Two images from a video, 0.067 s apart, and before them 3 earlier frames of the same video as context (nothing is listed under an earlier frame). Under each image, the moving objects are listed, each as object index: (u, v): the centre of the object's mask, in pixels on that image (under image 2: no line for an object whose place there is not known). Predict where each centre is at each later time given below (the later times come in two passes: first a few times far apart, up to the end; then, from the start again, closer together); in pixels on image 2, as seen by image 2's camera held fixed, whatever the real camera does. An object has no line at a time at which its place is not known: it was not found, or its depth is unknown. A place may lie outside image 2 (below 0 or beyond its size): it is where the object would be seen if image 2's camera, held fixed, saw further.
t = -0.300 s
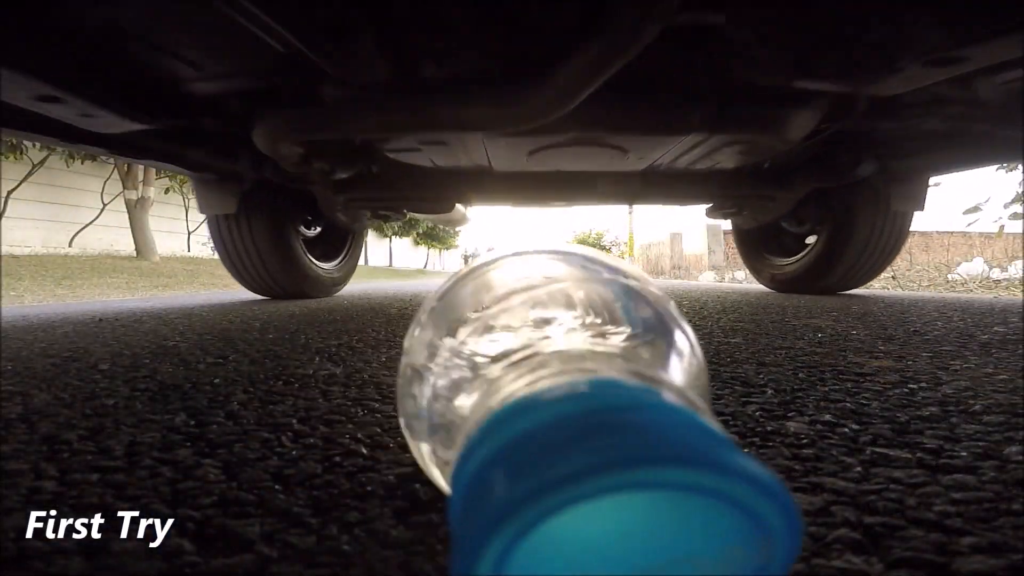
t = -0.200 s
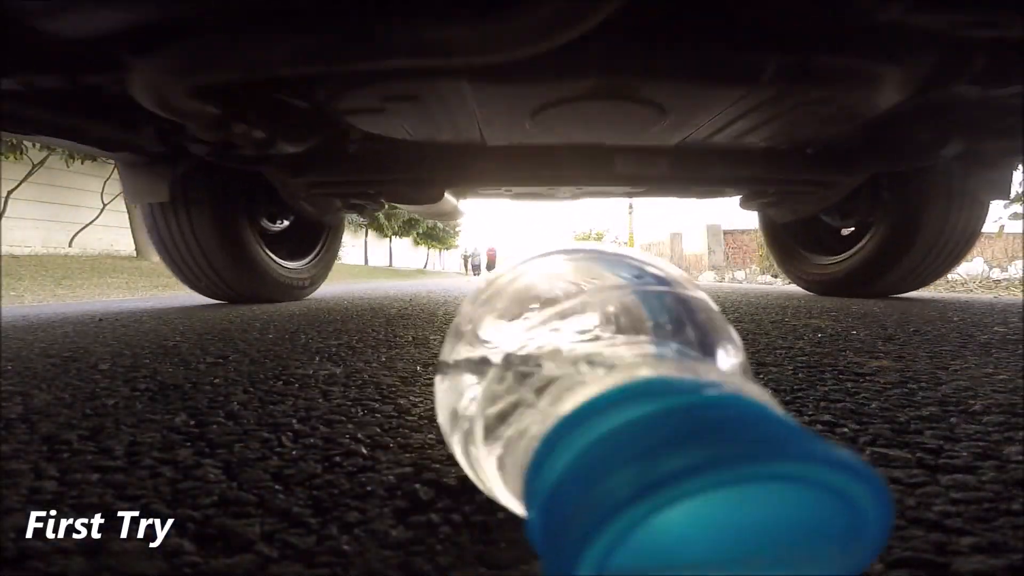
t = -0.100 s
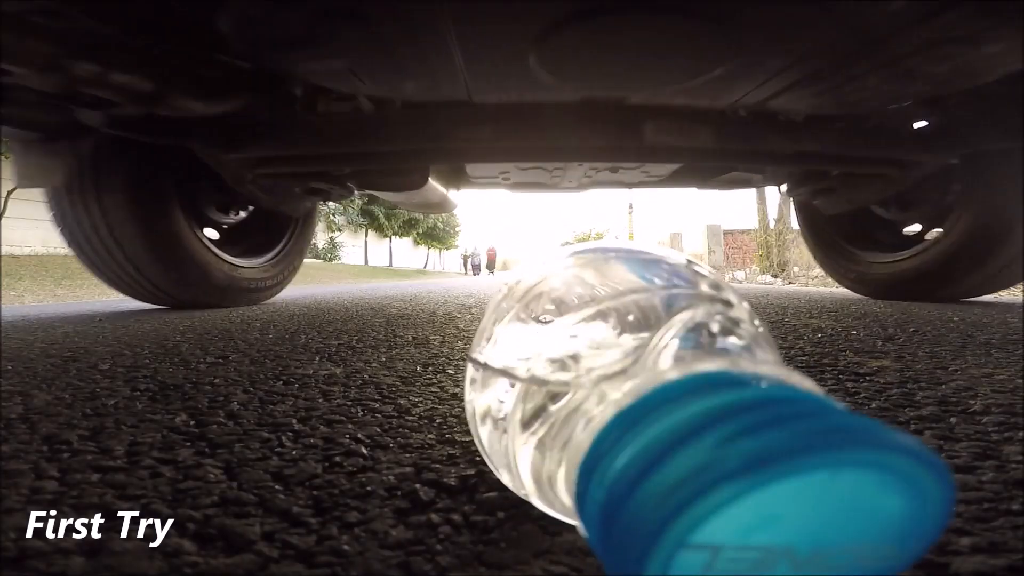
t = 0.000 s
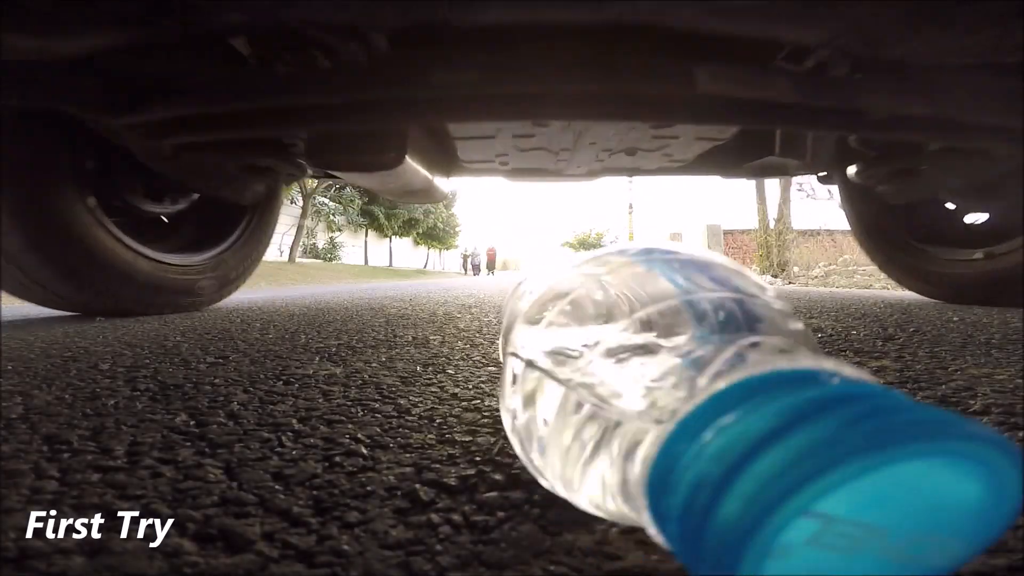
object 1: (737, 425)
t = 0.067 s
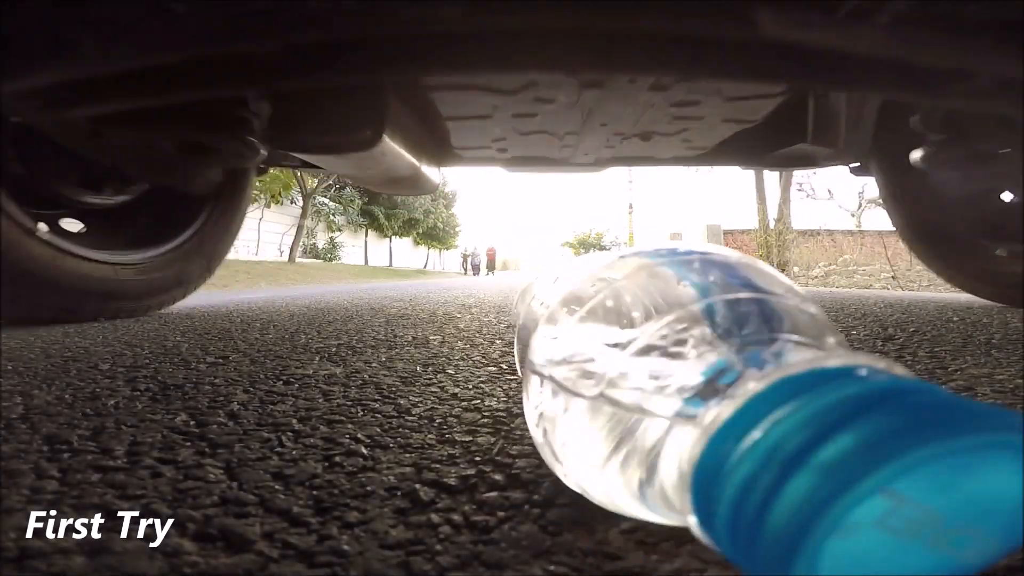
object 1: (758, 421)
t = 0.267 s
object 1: (805, 392)
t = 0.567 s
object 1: (855, 356)
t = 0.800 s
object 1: (885, 339)
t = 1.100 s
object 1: (920, 324)
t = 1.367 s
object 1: (950, 316)
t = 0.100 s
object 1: (764, 418)
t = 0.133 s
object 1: (773, 415)
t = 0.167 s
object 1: (783, 410)
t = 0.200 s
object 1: (793, 404)
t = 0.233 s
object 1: (800, 399)
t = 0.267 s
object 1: (805, 392)
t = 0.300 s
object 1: (809, 386)
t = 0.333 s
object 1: (813, 381)
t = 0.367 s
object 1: (819, 376)
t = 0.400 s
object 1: (826, 370)
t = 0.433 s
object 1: (834, 365)
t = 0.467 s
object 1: (840, 363)
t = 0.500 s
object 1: (846, 360)
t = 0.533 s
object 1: (850, 358)
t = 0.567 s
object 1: (855, 356)
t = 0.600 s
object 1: (862, 353)
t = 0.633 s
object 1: (867, 350)
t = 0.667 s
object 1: (872, 347)
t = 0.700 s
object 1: (876, 345)
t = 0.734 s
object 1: (879, 343)
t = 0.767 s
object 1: (882, 341)
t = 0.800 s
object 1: (885, 339)
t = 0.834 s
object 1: (889, 337)
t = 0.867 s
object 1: (893, 336)
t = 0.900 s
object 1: (897, 334)
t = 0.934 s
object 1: (900, 332)
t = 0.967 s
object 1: (904, 330)
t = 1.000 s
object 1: (907, 328)
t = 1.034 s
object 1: (910, 327)
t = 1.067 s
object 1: (915, 325)
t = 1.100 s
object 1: (920, 324)
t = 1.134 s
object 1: (924, 323)
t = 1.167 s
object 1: (927, 322)
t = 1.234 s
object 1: (933, 320)
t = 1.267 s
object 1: (937, 319)
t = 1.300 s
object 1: (941, 317)
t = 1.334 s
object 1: (946, 317)
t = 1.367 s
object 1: (950, 316)
